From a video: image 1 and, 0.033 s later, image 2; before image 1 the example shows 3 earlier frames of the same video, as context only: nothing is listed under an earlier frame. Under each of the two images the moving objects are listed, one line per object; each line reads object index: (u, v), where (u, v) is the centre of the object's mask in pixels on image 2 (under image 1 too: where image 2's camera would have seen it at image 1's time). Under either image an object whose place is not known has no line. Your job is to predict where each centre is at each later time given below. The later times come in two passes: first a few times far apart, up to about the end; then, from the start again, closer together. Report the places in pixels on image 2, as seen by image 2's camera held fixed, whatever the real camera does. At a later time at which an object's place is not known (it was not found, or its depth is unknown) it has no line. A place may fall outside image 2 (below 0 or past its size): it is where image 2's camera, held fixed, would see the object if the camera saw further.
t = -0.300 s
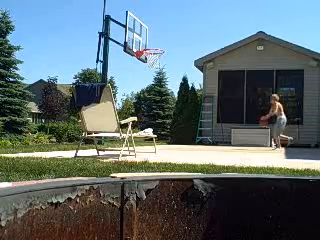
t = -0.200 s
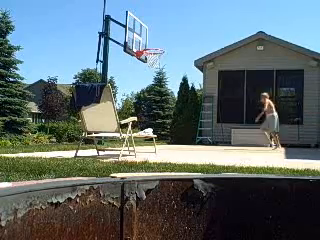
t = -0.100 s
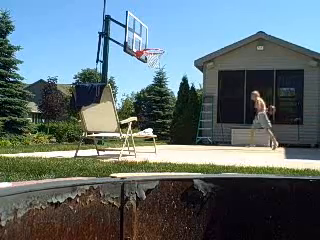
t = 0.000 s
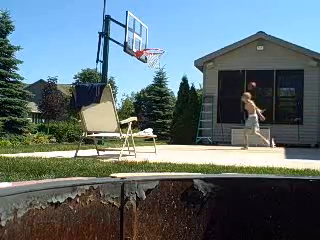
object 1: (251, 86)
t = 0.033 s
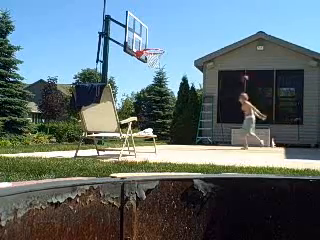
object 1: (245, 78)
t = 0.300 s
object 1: (188, 42)
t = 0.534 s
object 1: (150, 35)
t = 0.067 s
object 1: (237, 72)
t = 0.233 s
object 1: (202, 48)
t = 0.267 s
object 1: (195, 45)
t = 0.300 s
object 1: (188, 42)
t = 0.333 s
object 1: (181, 39)
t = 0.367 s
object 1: (174, 37)
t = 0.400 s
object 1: (167, 36)
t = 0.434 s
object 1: (161, 35)
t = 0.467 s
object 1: (154, 34)
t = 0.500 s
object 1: (147, 34)
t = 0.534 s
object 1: (150, 35)
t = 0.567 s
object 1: (155, 36)
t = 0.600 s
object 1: (160, 38)
